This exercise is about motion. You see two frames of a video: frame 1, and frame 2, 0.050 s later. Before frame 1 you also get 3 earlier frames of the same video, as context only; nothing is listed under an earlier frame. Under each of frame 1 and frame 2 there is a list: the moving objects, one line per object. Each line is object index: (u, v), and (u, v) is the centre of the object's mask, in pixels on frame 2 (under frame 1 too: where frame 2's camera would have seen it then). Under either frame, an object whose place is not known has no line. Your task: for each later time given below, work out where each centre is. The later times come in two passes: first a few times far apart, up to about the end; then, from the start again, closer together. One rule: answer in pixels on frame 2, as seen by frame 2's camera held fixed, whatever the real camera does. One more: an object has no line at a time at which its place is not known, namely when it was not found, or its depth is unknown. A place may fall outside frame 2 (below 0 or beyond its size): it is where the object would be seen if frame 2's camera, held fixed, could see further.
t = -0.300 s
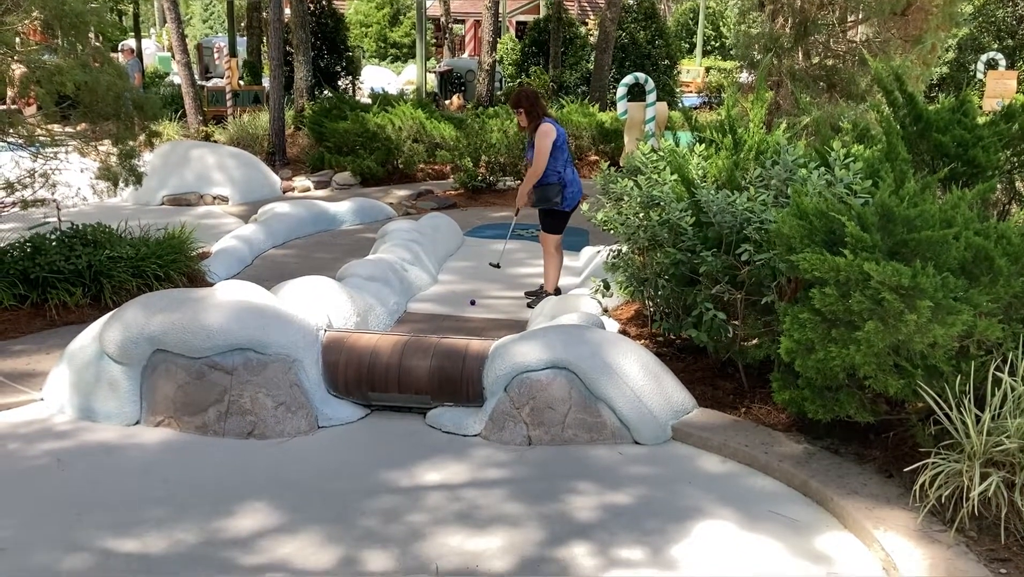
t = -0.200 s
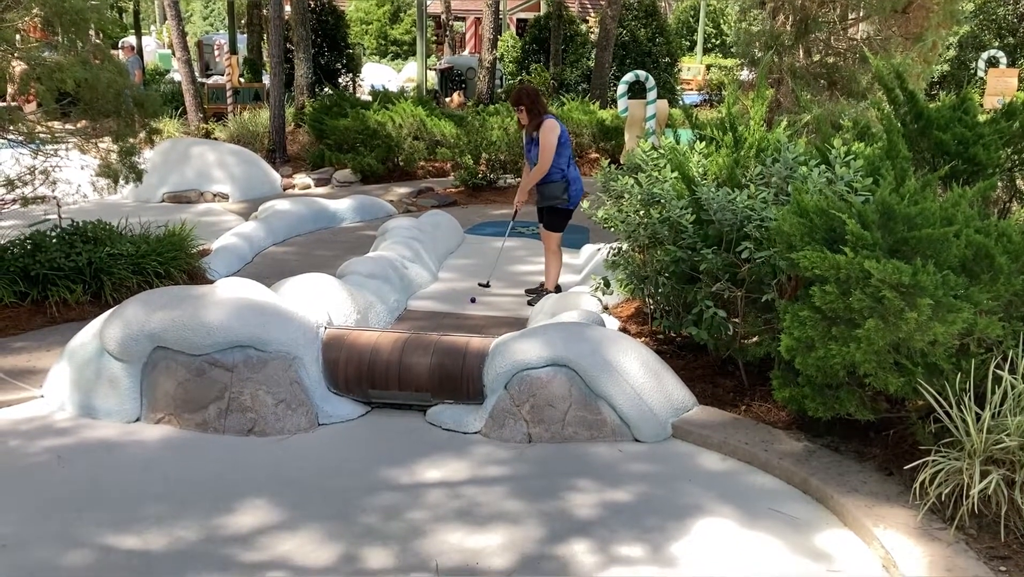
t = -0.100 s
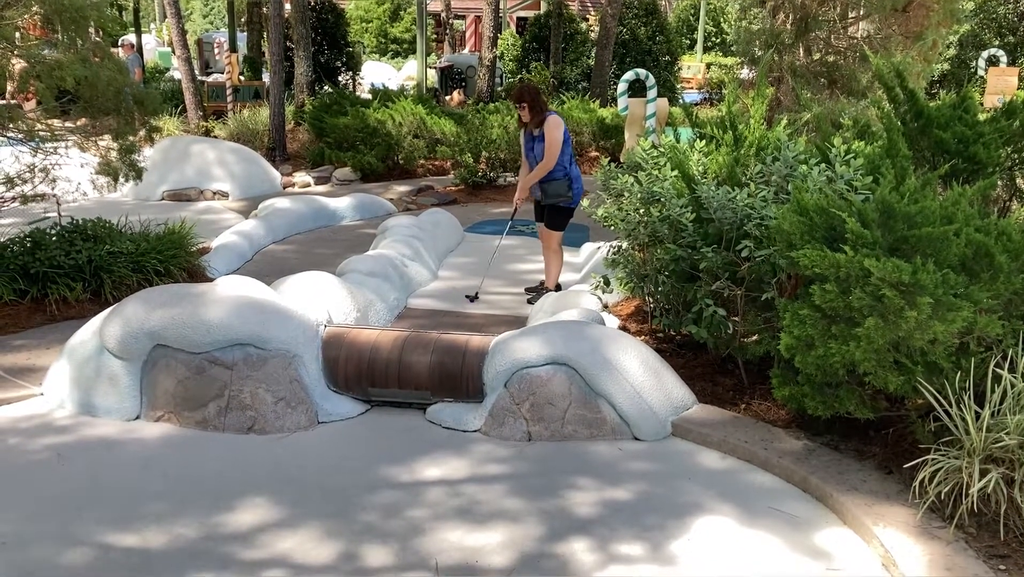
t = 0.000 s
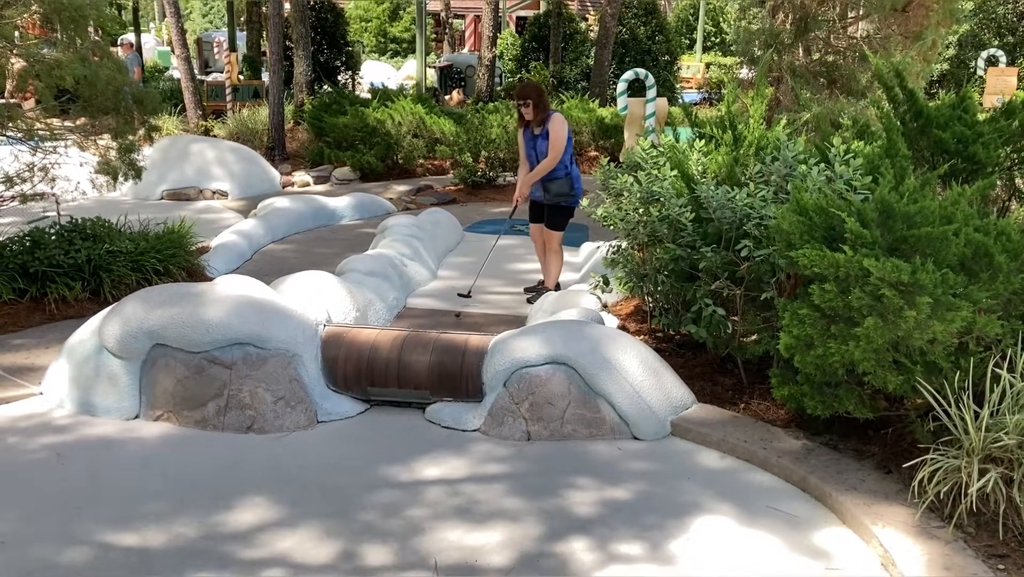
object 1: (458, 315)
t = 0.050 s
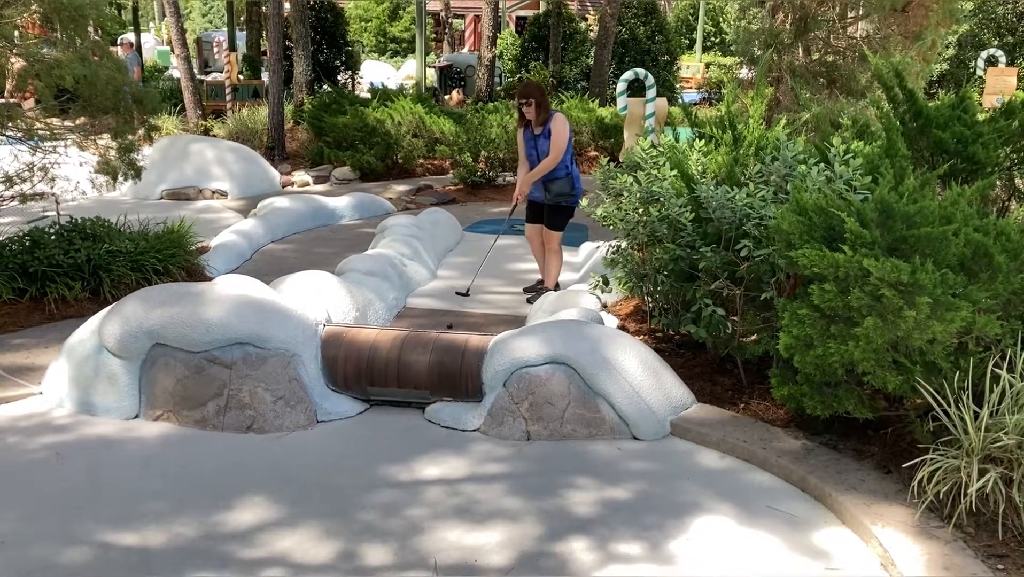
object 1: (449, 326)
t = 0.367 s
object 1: (393, 400)
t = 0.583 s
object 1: (340, 478)
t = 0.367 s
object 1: (393, 400)
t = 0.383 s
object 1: (387, 404)
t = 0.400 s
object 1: (386, 408)
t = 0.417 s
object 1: (382, 414)
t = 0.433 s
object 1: (378, 420)
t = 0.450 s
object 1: (374, 427)
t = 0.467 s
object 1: (370, 434)
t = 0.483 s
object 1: (366, 443)
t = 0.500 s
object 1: (361, 452)
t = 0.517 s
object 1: (357, 456)
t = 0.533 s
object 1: (353, 460)
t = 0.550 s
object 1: (349, 465)
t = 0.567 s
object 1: (344, 472)
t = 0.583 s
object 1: (340, 478)
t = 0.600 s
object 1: (335, 486)
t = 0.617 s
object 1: (330, 495)
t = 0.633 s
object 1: (325, 505)
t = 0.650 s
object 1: (320, 511)
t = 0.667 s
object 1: (315, 517)
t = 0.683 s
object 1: (309, 524)
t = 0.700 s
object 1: (304, 531)
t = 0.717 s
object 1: (298, 539)
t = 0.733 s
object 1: (292, 549)
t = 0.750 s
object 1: (286, 560)
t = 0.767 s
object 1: (280, 572)
